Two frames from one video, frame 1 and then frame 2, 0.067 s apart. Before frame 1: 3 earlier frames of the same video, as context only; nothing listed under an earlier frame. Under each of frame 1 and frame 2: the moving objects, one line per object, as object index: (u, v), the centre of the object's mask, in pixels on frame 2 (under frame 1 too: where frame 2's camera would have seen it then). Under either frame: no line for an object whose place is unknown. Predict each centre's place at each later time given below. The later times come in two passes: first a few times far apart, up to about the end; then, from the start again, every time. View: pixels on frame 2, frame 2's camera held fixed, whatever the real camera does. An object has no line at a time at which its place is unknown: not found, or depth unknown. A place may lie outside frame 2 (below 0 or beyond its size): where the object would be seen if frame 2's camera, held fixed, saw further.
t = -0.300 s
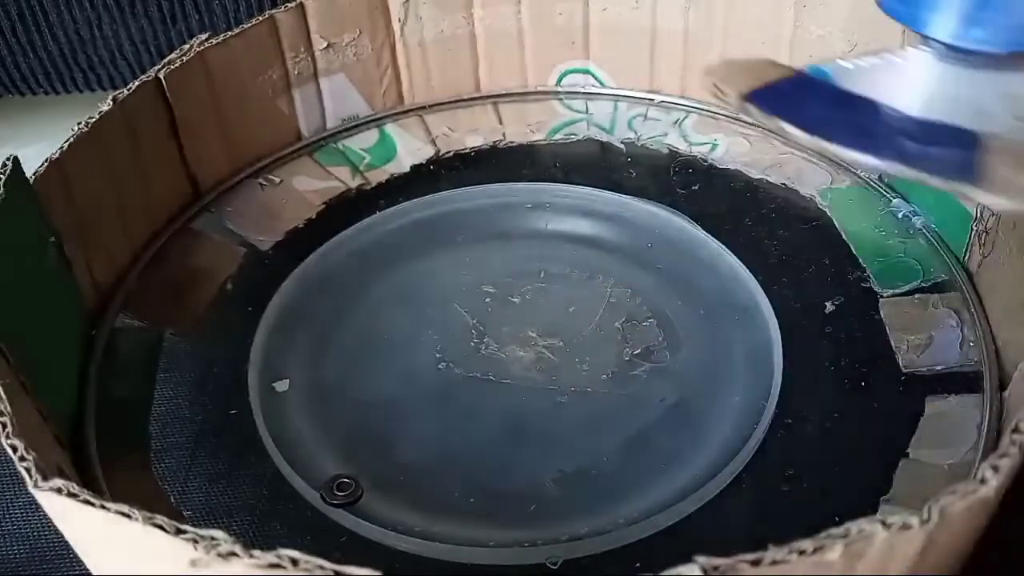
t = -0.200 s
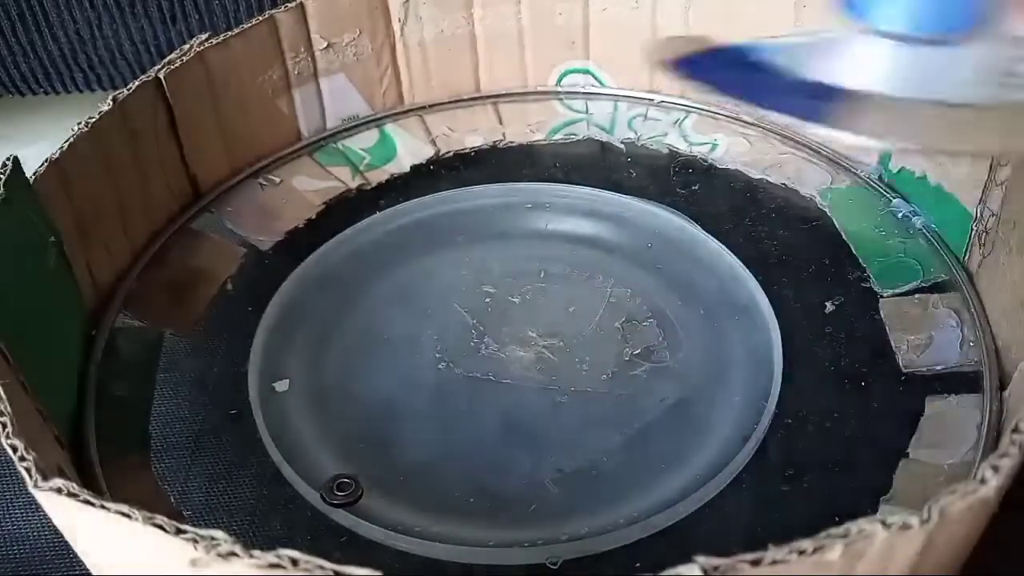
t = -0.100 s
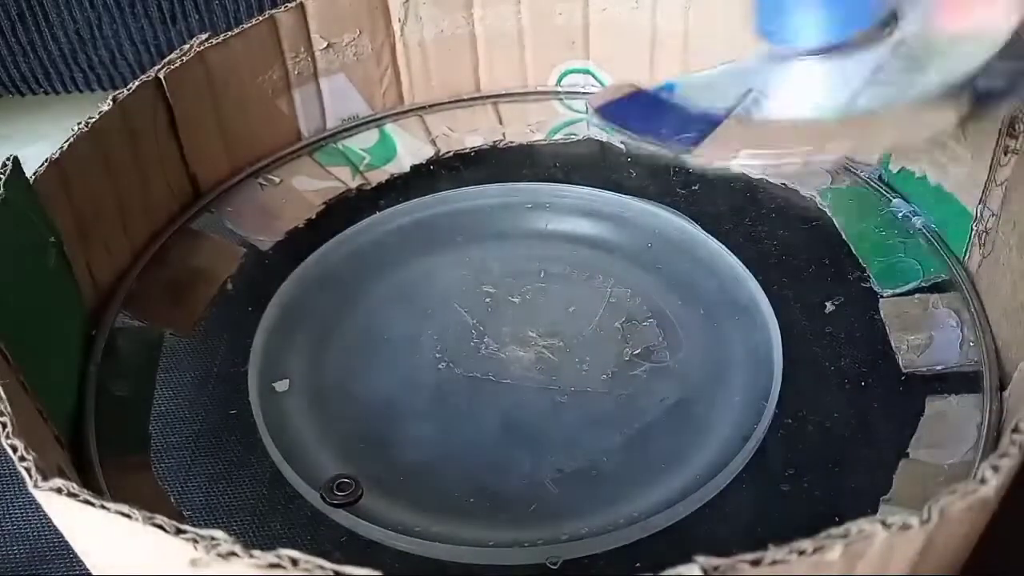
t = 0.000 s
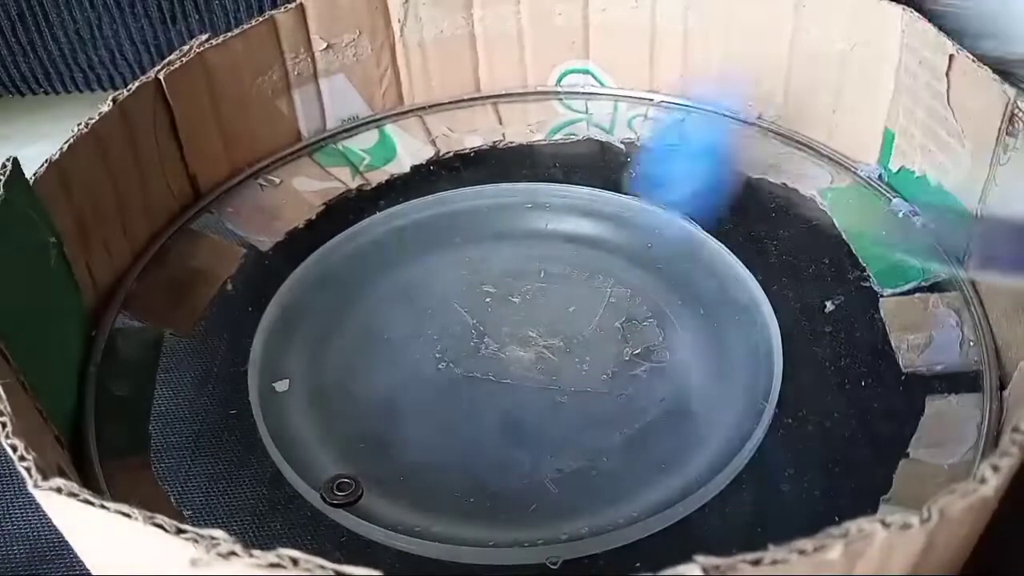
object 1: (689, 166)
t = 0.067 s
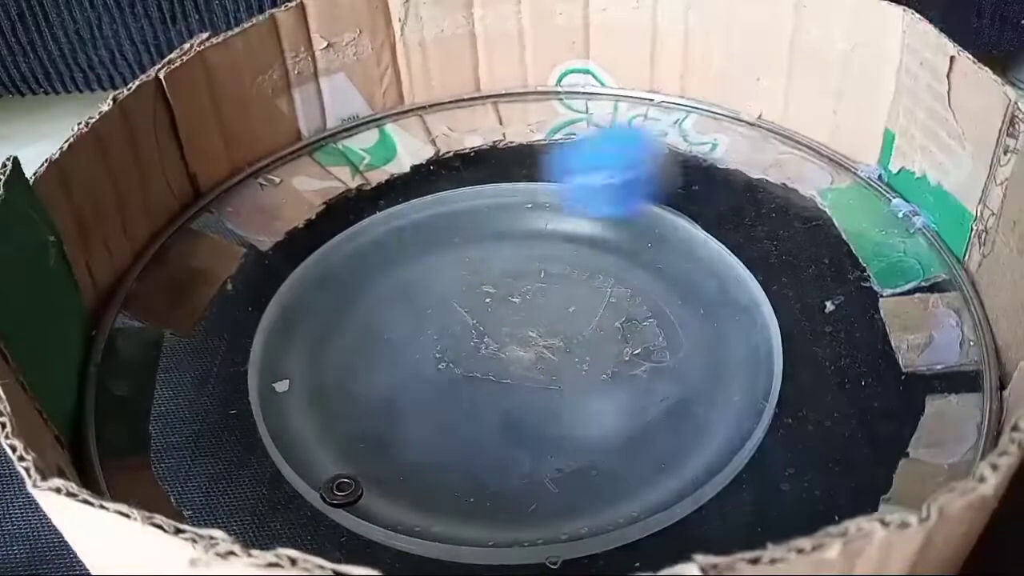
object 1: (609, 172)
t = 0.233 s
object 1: (363, 275)
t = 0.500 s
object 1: (323, 496)
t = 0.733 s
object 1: (714, 468)
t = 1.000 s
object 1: (580, 290)
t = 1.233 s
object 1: (387, 253)
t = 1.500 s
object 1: (269, 304)
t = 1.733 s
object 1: (412, 346)
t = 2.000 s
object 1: (577, 267)
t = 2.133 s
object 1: (568, 238)
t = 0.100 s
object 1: (565, 184)
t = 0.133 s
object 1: (515, 215)
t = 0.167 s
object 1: (466, 214)
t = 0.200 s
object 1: (414, 236)
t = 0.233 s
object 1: (363, 275)
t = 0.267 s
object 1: (311, 298)
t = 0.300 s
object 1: (260, 327)
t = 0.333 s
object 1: (211, 356)
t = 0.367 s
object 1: (180, 382)
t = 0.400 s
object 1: (148, 423)
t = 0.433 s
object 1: (194, 432)
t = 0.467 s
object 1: (256, 476)
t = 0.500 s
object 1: (323, 496)
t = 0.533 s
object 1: (409, 513)
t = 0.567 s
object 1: (483, 519)
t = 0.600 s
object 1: (548, 519)
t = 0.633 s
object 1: (606, 515)
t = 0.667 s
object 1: (651, 501)
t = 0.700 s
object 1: (690, 487)
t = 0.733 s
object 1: (714, 468)
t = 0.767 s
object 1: (722, 440)
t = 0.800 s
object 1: (721, 414)
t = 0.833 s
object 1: (711, 391)
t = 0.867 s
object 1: (695, 370)
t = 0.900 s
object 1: (673, 347)
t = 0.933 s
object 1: (648, 328)
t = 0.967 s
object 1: (616, 309)
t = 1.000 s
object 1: (580, 290)
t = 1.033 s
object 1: (542, 273)
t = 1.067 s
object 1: (510, 261)
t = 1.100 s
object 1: (485, 254)
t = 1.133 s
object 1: (460, 252)
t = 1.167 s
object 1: (436, 252)
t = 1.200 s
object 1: (411, 252)
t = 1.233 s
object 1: (387, 253)
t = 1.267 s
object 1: (360, 255)
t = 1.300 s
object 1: (336, 261)
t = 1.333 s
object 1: (317, 266)
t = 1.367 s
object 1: (299, 268)
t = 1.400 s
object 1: (284, 274)
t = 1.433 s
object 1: (273, 283)
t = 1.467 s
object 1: (267, 294)
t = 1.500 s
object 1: (269, 304)
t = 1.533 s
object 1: (276, 315)
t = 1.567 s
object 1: (291, 325)
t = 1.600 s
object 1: (310, 334)
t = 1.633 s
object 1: (335, 342)
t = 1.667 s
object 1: (358, 346)
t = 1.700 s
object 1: (384, 348)
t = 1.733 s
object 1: (412, 346)
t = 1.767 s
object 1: (439, 340)
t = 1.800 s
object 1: (464, 329)
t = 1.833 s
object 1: (491, 316)
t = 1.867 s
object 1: (513, 303)
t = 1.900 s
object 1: (536, 293)
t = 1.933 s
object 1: (554, 286)
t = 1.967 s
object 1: (569, 278)
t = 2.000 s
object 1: (577, 267)
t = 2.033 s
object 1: (578, 256)
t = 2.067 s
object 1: (577, 249)
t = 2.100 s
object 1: (573, 241)
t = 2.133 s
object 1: (568, 238)
